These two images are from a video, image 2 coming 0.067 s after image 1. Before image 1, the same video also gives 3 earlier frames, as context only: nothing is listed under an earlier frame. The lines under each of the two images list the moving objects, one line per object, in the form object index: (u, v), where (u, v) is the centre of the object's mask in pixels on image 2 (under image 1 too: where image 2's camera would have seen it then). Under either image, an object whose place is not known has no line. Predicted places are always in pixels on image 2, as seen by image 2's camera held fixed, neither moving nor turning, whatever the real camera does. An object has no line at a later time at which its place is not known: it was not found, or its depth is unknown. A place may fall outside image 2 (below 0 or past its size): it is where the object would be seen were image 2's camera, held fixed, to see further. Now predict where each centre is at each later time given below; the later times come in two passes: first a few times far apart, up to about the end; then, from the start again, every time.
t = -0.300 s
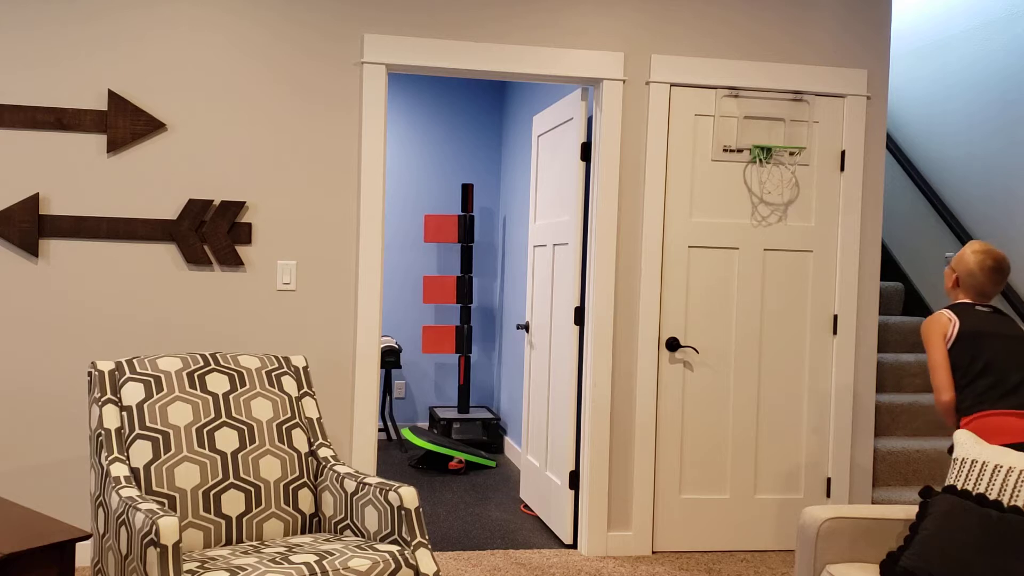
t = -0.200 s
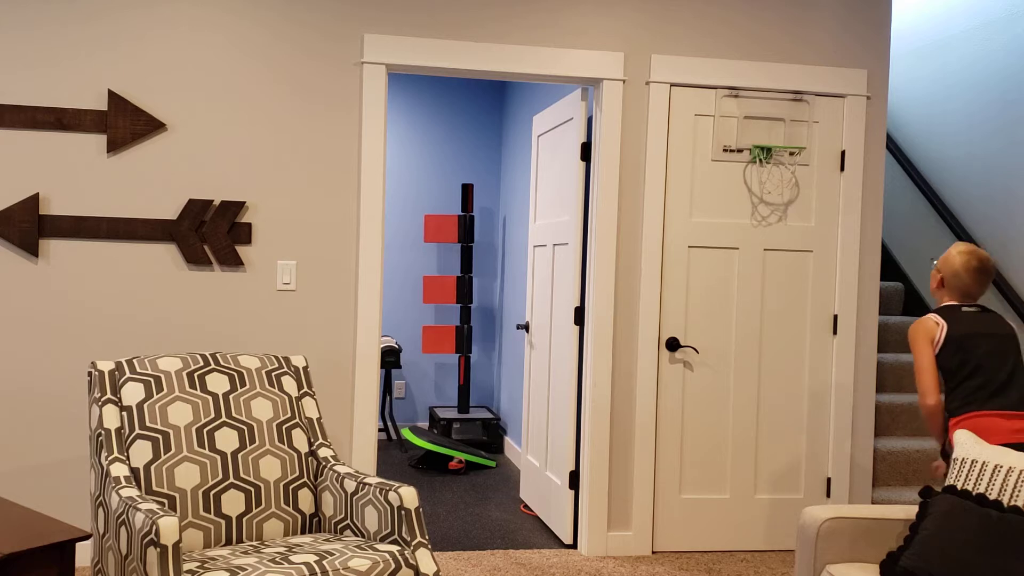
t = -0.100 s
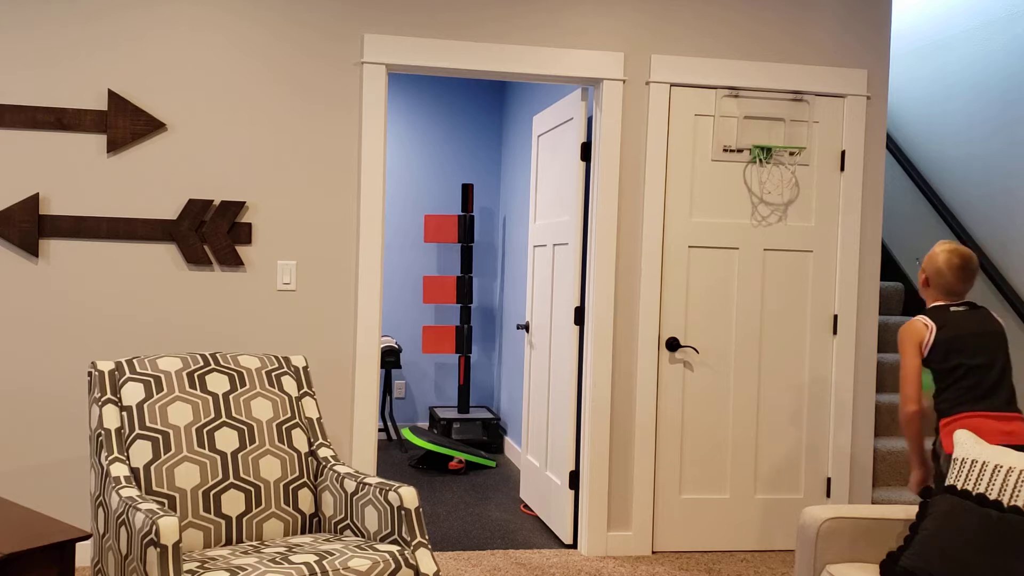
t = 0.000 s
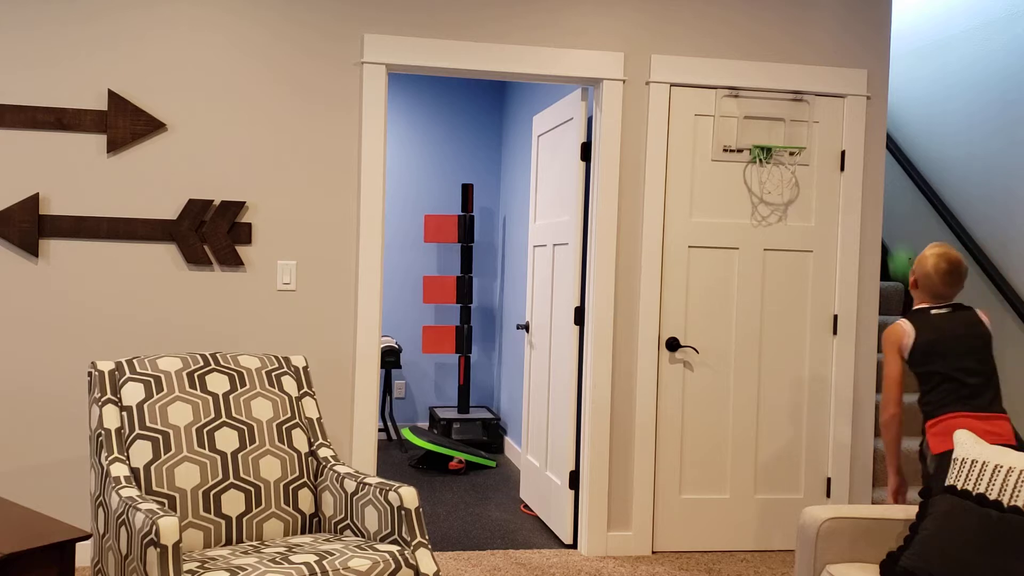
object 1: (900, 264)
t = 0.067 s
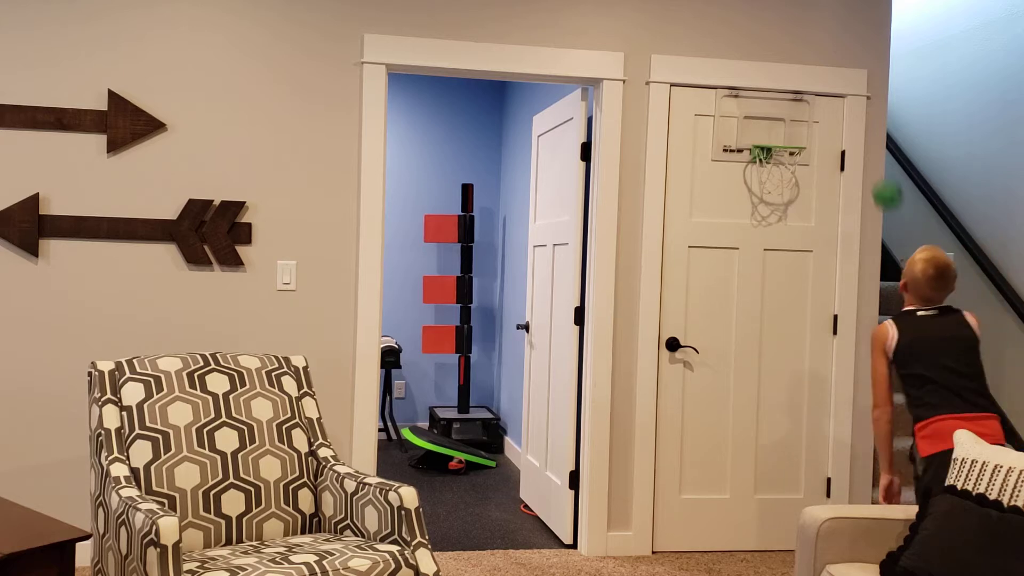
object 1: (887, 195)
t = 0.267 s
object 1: (841, 70)
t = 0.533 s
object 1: (835, 32)
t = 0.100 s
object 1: (879, 165)
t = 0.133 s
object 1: (872, 139)
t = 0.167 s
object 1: (864, 117)
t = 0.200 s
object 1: (856, 99)
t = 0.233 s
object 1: (848, 83)
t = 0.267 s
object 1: (841, 70)
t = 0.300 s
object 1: (833, 60)
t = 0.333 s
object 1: (825, 53)
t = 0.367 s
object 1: (818, 50)
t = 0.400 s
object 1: (819, 42)
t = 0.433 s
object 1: (824, 35)
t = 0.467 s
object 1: (828, 32)
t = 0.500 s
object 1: (831, 31)
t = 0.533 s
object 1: (835, 32)
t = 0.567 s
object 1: (839, 36)
